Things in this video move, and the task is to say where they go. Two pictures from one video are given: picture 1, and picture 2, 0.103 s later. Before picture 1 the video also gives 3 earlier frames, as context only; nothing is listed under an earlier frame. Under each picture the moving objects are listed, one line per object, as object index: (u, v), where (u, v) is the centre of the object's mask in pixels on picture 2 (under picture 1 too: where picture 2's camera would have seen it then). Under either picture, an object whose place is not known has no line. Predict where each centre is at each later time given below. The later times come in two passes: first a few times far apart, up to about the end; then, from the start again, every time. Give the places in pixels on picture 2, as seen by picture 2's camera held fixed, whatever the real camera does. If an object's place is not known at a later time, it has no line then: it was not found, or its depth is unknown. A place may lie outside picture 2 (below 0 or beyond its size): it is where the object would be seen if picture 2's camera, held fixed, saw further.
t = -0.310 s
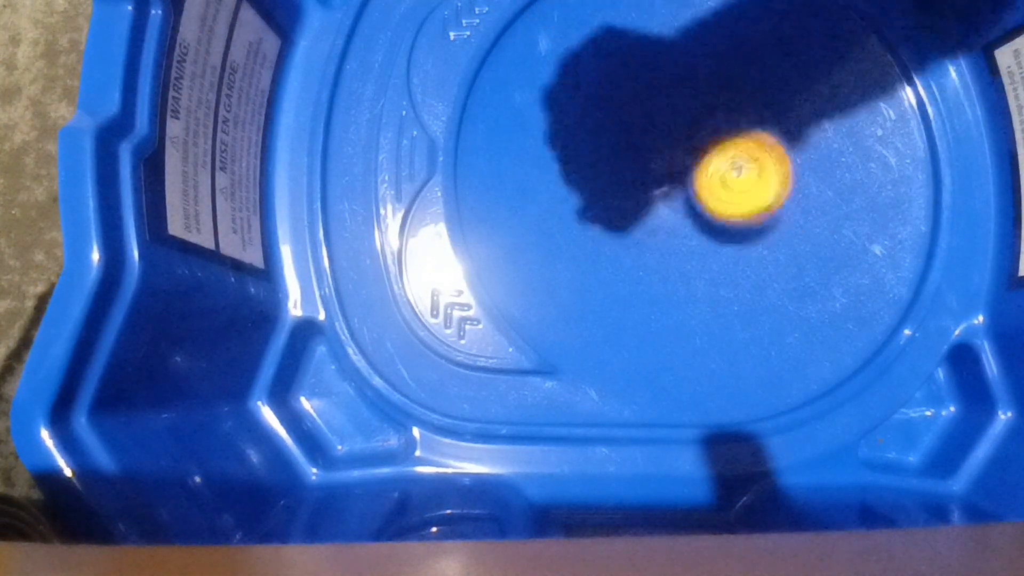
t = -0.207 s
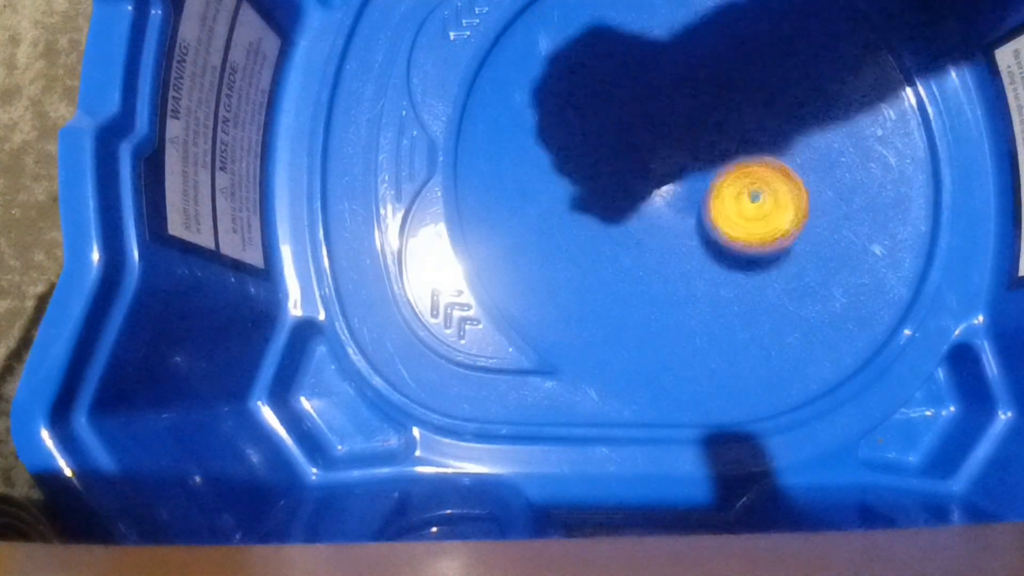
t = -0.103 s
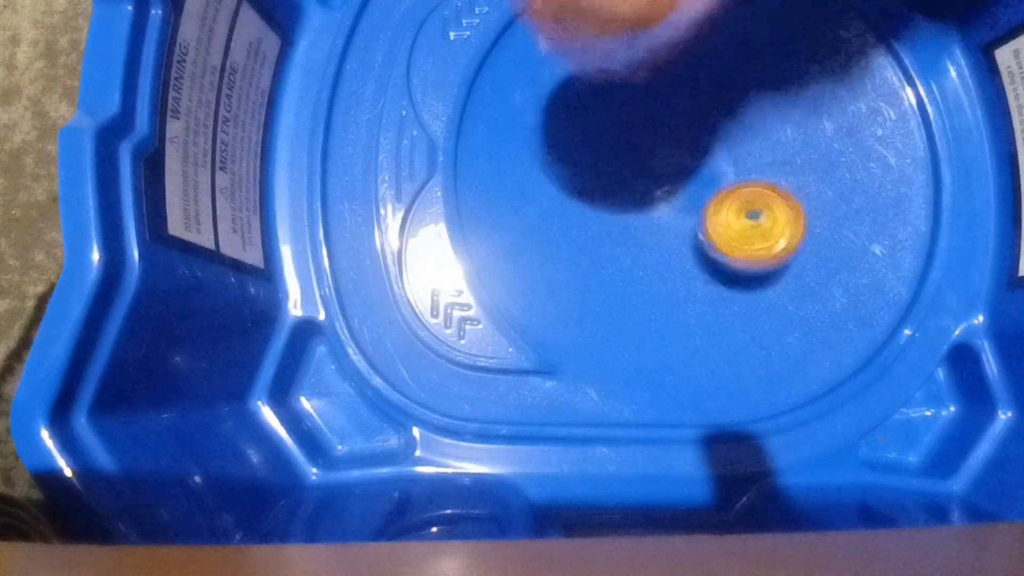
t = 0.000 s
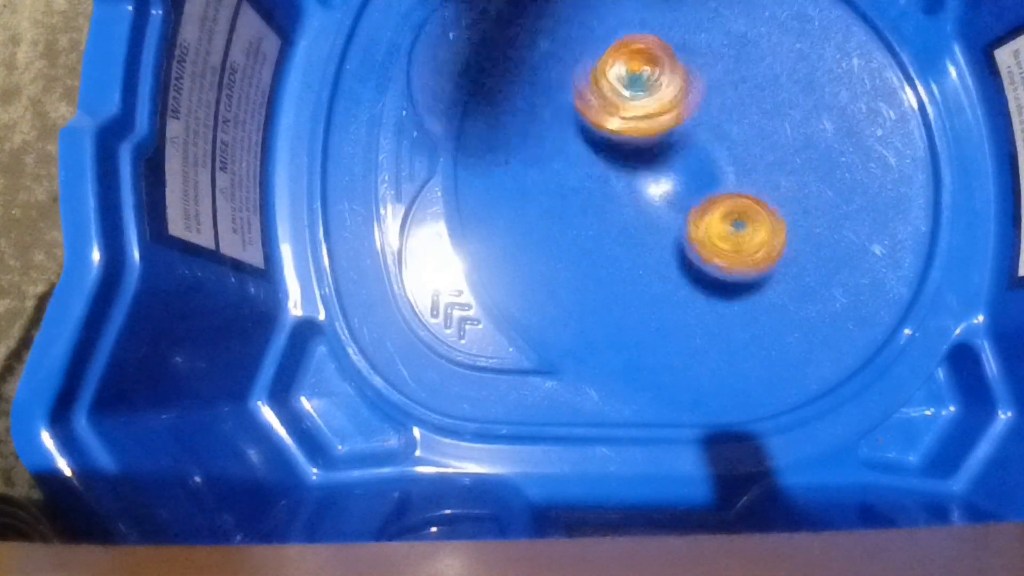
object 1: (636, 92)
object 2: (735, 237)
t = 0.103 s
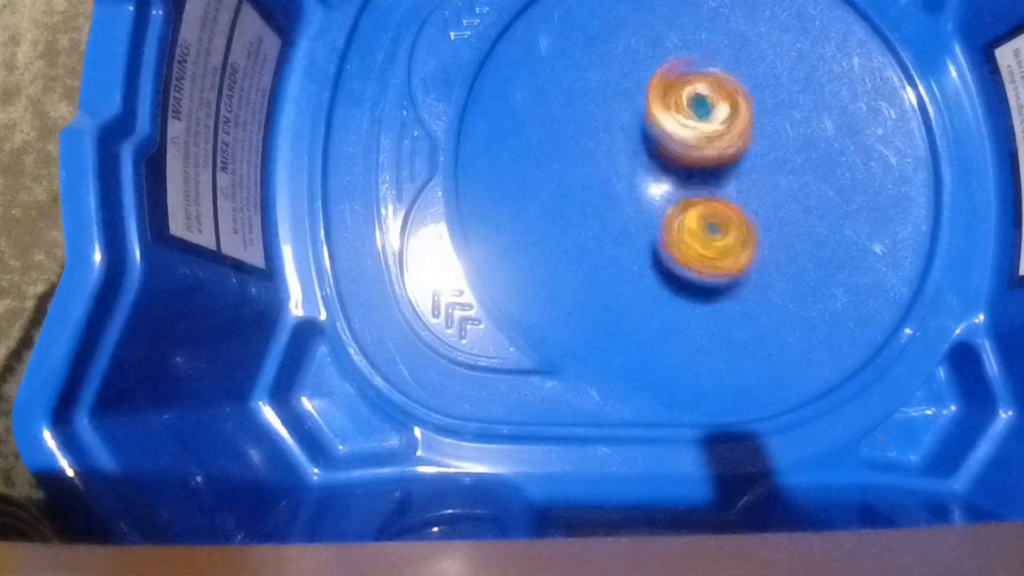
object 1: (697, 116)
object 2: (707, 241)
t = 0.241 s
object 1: (762, 127)
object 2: (665, 215)
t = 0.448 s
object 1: (826, 174)
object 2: (625, 159)
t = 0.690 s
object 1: (763, 210)
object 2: (645, 95)
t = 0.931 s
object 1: (717, 182)
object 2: (709, 63)
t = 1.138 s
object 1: (729, 219)
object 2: (754, 80)
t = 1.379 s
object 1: (689, 233)
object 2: (774, 154)
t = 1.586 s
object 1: (648, 167)
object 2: (777, 222)
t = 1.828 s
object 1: (672, 94)
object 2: (712, 228)
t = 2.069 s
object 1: (743, 82)
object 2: (652, 197)
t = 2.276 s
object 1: (790, 73)
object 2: (628, 217)
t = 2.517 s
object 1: (777, 127)
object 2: (674, 203)
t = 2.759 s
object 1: (770, 165)
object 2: (652, 205)
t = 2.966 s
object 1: (760, 183)
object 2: (651, 186)
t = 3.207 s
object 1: (791, 185)
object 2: (648, 165)
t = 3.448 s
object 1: (768, 174)
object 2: (647, 171)
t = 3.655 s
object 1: (740, 160)
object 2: (620, 193)
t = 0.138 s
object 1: (716, 117)
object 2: (697, 236)
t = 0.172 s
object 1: (734, 121)
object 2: (686, 230)
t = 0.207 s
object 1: (751, 123)
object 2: (676, 223)
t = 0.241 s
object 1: (762, 127)
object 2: (665, 215)
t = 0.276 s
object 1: (777, 134)
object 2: (656, 207)
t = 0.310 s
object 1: (793, 140)
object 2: (647, 198)
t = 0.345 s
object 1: (803, 146)
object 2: (639, 189)
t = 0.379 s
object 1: (812, 157)
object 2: (634, 180)
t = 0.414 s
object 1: (821, 166)
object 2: (629, 168)
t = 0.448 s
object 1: (826, 174)
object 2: (625, 159)
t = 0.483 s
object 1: (824, 188)
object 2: (624, 148)
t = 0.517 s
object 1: (824, 197)
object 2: (624, 140)
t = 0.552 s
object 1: (818, 203)
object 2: (625, 128)
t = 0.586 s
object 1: (805, 209)
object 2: (628, 119)
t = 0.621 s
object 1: (788, 213)
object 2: (632, 110)
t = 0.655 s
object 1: (775, 213)
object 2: (638, 102)
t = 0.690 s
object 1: (763, 210)
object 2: (645, 95)
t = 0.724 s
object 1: (747, 203)
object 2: (653, 89)
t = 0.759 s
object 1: (730, 199)
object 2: (661, 85)
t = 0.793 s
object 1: (723, 194)
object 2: (671, 80)
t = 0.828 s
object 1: (721, 186)
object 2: (682, 77)
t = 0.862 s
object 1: (719, 178)
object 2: (690, 73)
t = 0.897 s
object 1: (717, 180)
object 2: (700, 66)
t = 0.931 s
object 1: (717, 182)
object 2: (709, 63)
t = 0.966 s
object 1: (720, 186)
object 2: (720, 61)
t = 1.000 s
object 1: (723, 189)
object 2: (727, 62)
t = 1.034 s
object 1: (727, 200)
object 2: (735, 64)
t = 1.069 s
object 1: (733, 206)
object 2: (743, 68)
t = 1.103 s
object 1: (730, 212)
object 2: (749, 72)
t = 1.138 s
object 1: (729, 219)
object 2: (754, 80)
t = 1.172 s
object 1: (730, 229)
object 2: (760, 86)
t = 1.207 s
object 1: (724, 238)
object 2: (765, 98)
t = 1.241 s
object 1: (716, 243)
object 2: (769, 106)
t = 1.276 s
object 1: (708, 245)
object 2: (771, 120)
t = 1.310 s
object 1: (698, 242)
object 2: (773, 129)
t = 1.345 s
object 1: (692, 239)
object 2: (773, 144)
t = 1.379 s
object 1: (689, 233)
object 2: (774, 154)
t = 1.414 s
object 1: (678, 224)
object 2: (776, 170)
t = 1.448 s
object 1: (669, 216)
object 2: (781, 184)
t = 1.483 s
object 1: (659, 203)
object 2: (783, 198)
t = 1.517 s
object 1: (652, 190)
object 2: (783, 207)
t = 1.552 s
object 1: (649, 179)
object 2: (781, 216)
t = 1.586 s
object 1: (648, 167)
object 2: (777, 222)
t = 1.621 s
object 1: (646, 151)
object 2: (772, 228)
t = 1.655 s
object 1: (646, 139)
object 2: (763, 233)
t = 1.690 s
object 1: (648, 130)
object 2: (756, 235)
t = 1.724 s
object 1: (654, 119)
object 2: (745, 236)
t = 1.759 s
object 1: (659, 105)
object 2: (734, 235)
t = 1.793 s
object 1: (662, 99)
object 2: (725, 233)
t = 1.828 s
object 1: (672, 94)
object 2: (712, 228)
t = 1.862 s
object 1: (683, 88)
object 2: (702, 223)
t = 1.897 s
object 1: (692, 83)
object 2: (692, 217)
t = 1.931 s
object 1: (700, 84)
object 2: (685, 208)
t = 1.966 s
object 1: (712, 85)
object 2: (680, 199)
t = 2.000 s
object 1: (722, 89)
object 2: (673, 190)
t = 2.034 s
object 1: (731, 90)
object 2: (666, 187)
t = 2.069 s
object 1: (743, 82)
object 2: (652, 197)
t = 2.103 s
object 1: (752, 76)
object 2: (639, 211)
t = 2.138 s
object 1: (760, 73)
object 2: (629, 214)
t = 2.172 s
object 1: (769, 73)
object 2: (626, 218)
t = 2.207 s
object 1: (778, 69)
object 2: (625, 223)
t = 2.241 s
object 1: (786, 70)
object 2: (625, 220)
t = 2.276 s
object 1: (790, 73)
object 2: (628, 217)
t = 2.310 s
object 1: (795, 78)
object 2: (634, 219)
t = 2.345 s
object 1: (798, 82)
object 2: (639, 216)
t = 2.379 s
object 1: (796, 87)
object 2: (646, 213)
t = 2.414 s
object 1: (791, 99)
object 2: (650, 214)
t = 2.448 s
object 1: (785, 110)
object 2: (657, 209)
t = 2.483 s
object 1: (783, 120)
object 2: (665, 204)
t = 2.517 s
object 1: (777, 127)
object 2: (674, 203)
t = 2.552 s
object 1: (772, 135)
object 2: (677, 201)
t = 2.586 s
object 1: (767, 141)
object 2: (674, 197)
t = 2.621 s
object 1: (767, 142)
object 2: (662, 202)
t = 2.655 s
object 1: (767, 146)
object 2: (654, 204)
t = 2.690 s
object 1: (765, 154)
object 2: (651, 204)
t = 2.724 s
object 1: (769, 162)
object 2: (652, 204)
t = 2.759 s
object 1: (770, 165)
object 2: (652, 205)
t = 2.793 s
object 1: (767, 165)
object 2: (650, 206)
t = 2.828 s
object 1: (760, 169)
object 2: (647, 204)
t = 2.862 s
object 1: (757, 176)
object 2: (644, 200)
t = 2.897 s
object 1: (759, 182)
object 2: (642, 193)
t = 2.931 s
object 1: (761, 184)
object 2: (646, 188)
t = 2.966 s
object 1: (760, 183)
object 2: (651, 186)
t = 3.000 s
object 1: (758, 181)
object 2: (647, 184)
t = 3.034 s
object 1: (764, 181)
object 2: (638, 177)
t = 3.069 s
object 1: (770, 183)
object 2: (632, 168)
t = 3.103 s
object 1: (774, 184)
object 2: (635, 162)
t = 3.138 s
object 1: (781, 188)
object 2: (638, 157)
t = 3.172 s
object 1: (788, 186)
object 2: (642, 158)
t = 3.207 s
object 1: (791, 185)
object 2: (648, 165)
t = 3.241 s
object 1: (789, 184)
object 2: (653, 169)
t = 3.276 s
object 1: (790, 184)
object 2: (655, 170)
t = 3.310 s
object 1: (790, 185)
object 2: (654, 174)
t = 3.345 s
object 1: (792, 184)
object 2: (655, 174)
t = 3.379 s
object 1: (787, 180)
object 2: (655, 176)
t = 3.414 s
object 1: (779, 174)
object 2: (650, 174)
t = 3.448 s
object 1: (768, 174)
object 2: (647, 171)
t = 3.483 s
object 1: (759, 175)
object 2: (646, 170)
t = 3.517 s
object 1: (753, 177)
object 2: (643, 170)
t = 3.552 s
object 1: (749, 175)
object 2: (642, 172)
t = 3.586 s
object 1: (748, 171)
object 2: (631, 177)
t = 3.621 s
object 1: (746, 167)
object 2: (624, 184)
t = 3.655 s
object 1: (740, 160)
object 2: (620, 193)
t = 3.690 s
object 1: (733, 160)
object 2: (616, 203)
